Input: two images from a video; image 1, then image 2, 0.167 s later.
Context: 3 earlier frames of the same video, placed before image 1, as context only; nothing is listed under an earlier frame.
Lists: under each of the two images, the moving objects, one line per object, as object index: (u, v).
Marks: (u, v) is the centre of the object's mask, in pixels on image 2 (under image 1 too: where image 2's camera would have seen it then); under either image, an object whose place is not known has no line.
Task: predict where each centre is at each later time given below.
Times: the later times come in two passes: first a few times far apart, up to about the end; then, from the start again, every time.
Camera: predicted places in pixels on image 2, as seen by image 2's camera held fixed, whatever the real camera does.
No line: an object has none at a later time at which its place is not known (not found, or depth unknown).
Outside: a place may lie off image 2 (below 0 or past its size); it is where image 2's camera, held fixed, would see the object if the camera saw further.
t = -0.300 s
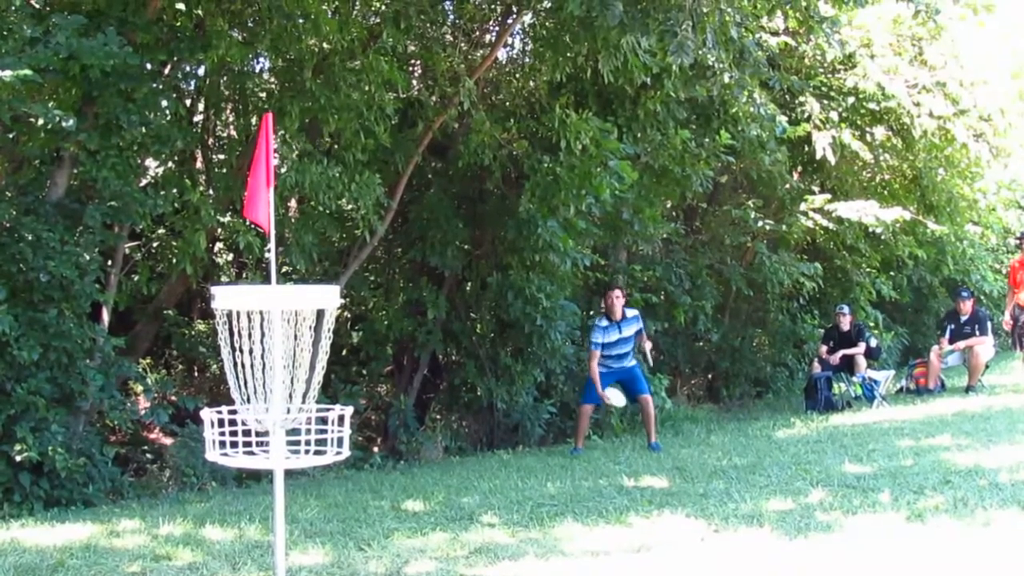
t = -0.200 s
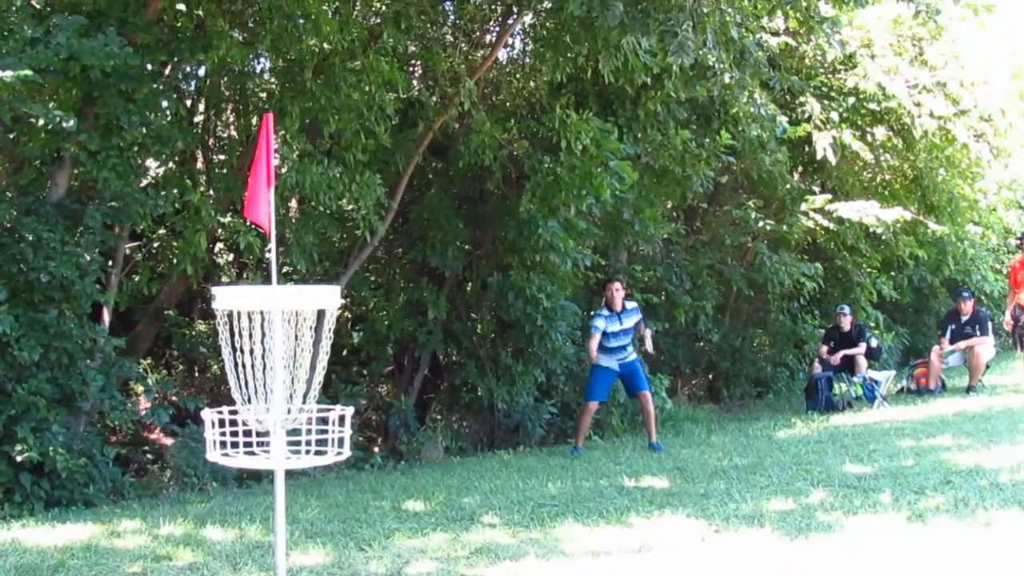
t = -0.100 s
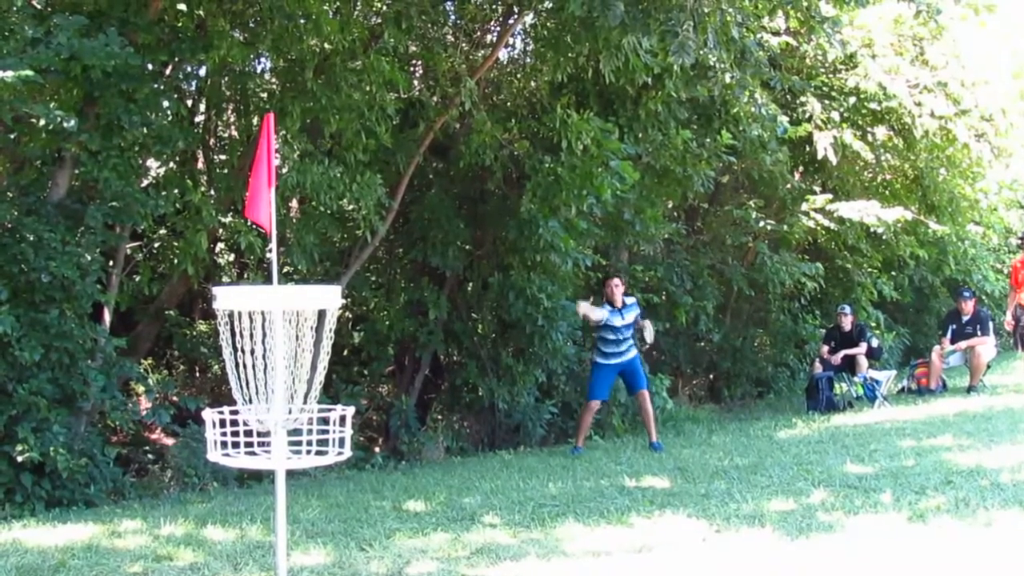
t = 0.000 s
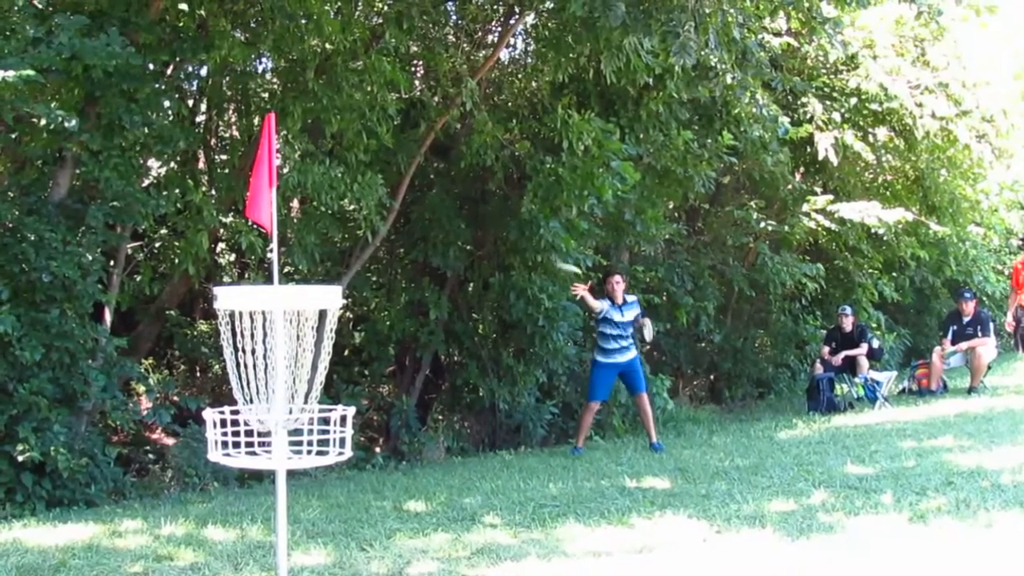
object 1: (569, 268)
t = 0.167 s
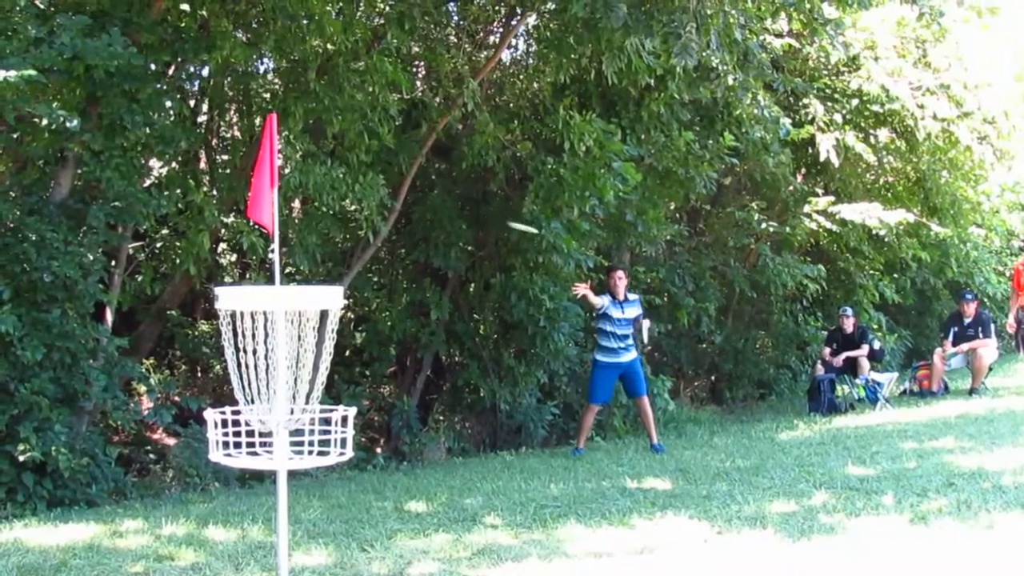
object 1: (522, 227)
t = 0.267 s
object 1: (490, 220)
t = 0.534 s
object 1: (389, 254)
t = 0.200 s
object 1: (512, 223)
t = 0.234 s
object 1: (501, 221)
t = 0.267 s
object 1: (490, 220)
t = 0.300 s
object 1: (479, 220)
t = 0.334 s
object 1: (467, 221)
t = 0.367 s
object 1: (455, 224)
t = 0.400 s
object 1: (442, 227)
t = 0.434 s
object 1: (430, 232)
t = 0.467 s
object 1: (416, 238)
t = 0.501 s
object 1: (402, 245)
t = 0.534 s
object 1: (389, 254)
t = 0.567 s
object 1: (375, 263)
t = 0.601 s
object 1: (361, 274)
